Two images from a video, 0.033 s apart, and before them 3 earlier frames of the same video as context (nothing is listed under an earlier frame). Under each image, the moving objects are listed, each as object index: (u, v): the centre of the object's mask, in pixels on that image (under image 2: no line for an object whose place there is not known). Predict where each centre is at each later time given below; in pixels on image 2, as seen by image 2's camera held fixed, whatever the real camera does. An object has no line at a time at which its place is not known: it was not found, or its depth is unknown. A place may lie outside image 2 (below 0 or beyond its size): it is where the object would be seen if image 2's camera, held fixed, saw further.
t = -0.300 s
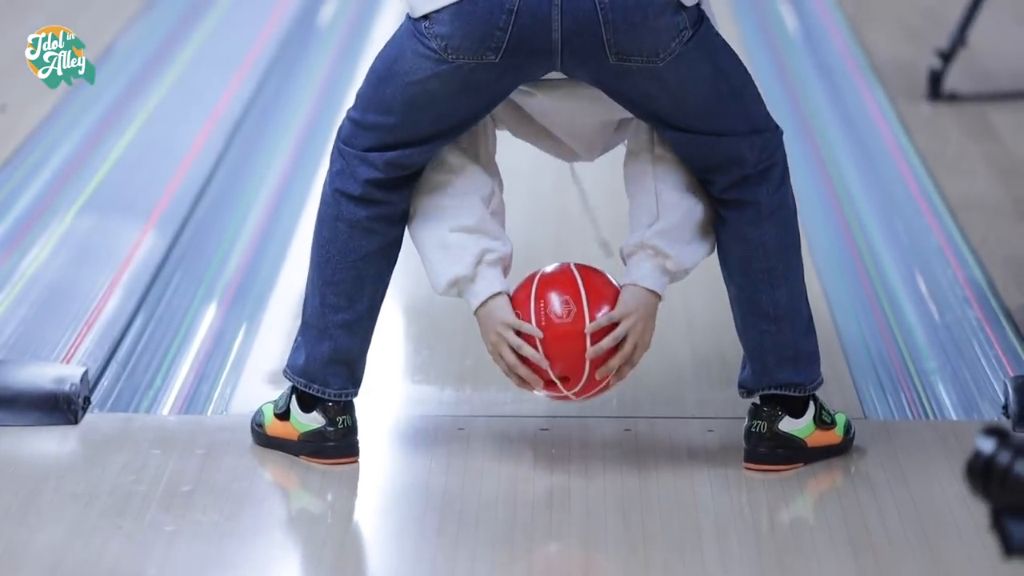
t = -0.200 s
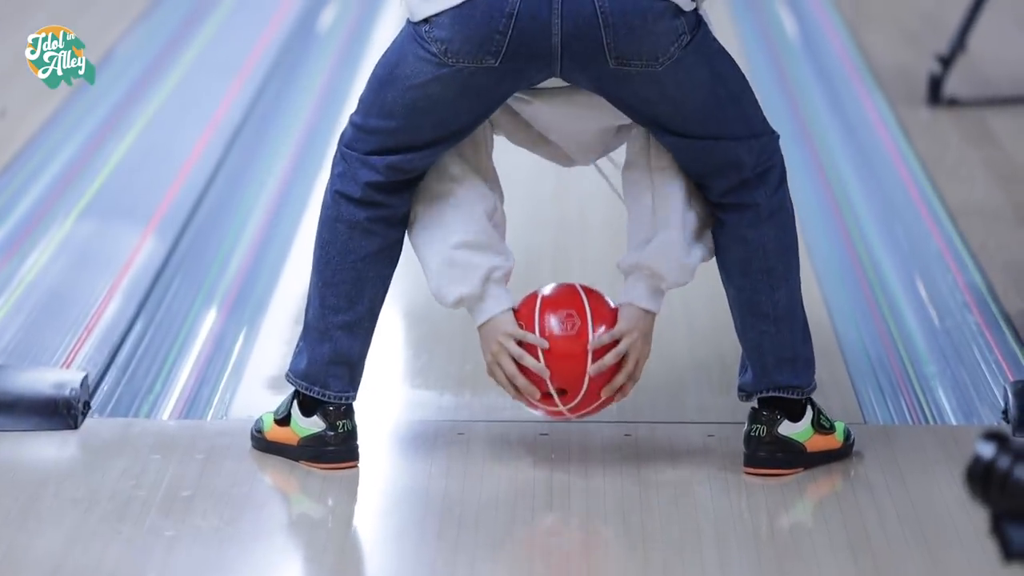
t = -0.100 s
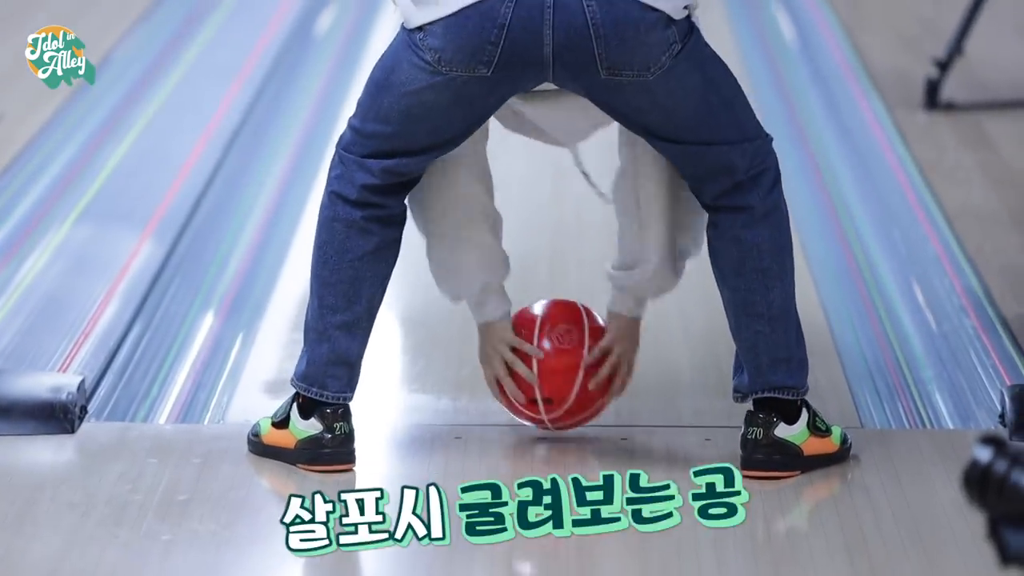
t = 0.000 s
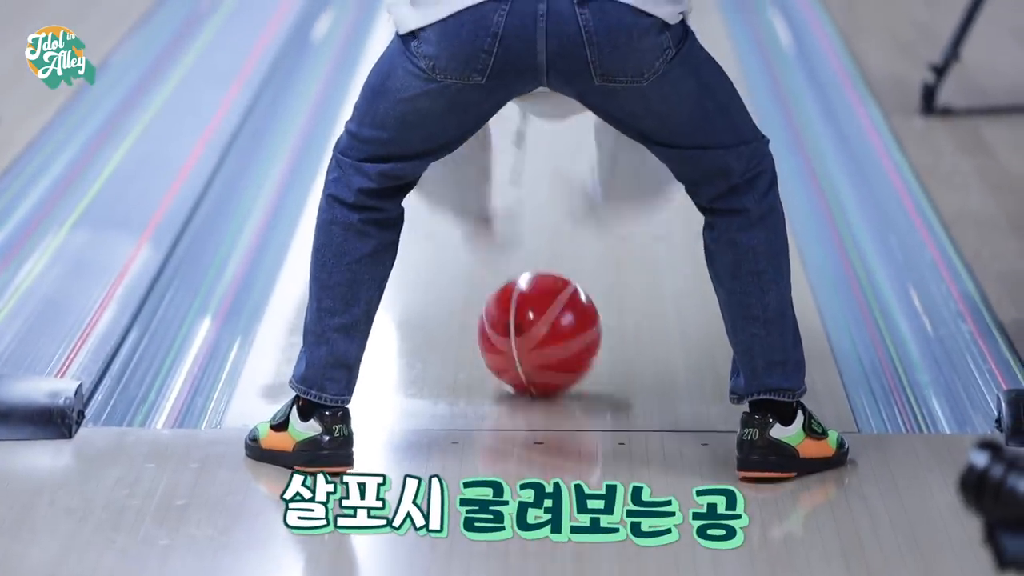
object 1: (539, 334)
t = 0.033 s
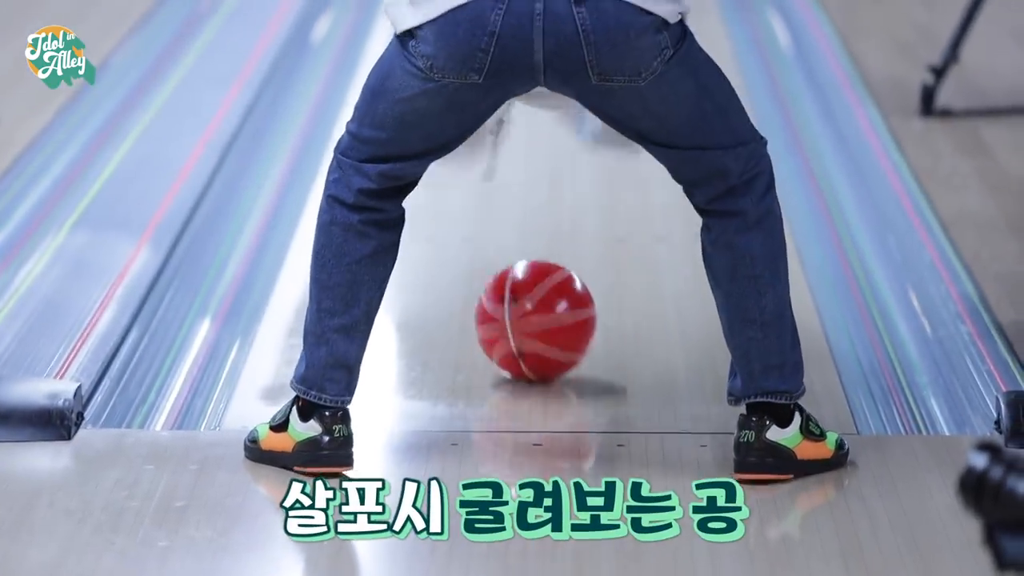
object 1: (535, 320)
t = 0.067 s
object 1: (532, 306)
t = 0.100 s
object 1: (530, 292)
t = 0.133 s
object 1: (527, 280)
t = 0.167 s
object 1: (525, 268)
